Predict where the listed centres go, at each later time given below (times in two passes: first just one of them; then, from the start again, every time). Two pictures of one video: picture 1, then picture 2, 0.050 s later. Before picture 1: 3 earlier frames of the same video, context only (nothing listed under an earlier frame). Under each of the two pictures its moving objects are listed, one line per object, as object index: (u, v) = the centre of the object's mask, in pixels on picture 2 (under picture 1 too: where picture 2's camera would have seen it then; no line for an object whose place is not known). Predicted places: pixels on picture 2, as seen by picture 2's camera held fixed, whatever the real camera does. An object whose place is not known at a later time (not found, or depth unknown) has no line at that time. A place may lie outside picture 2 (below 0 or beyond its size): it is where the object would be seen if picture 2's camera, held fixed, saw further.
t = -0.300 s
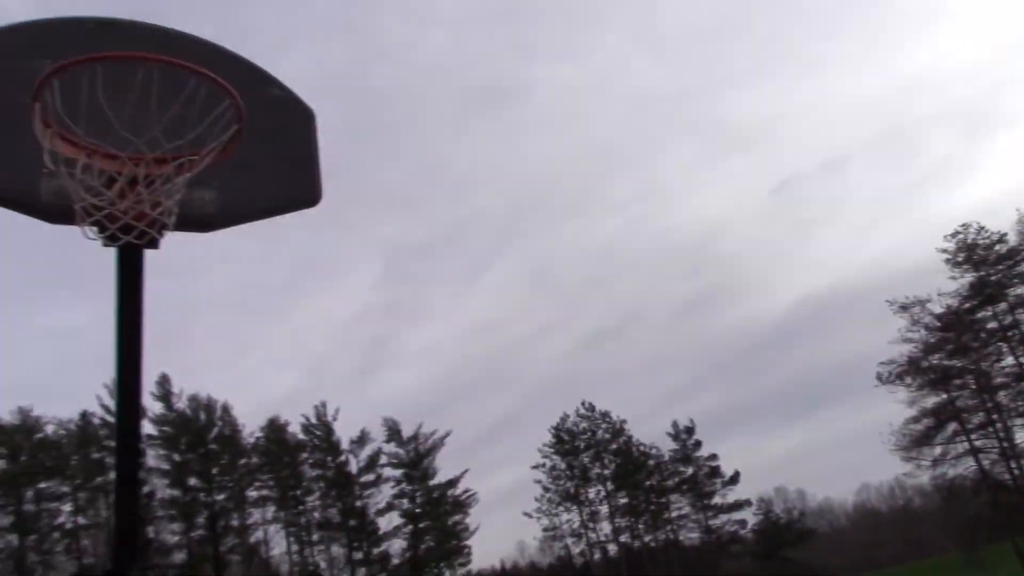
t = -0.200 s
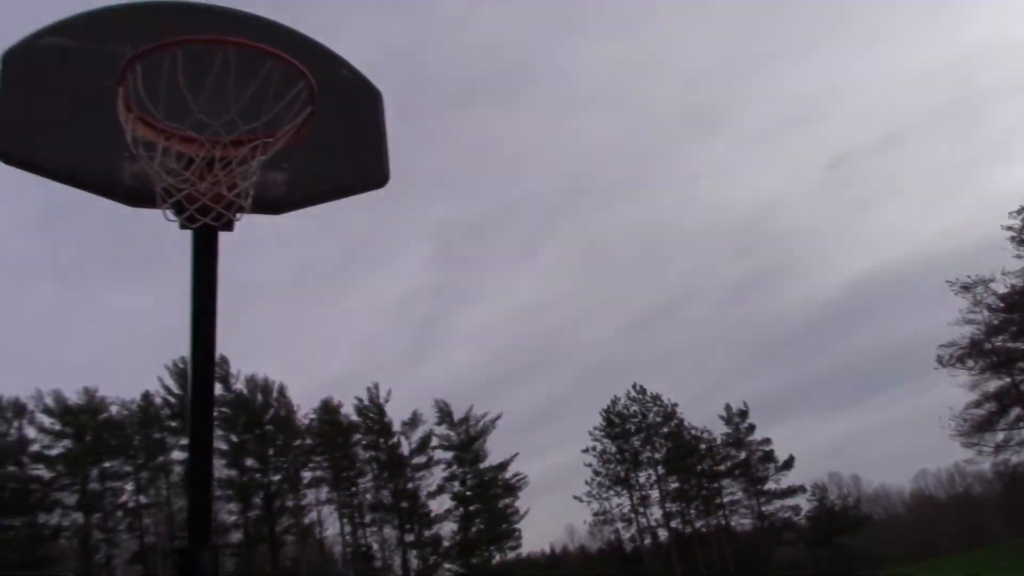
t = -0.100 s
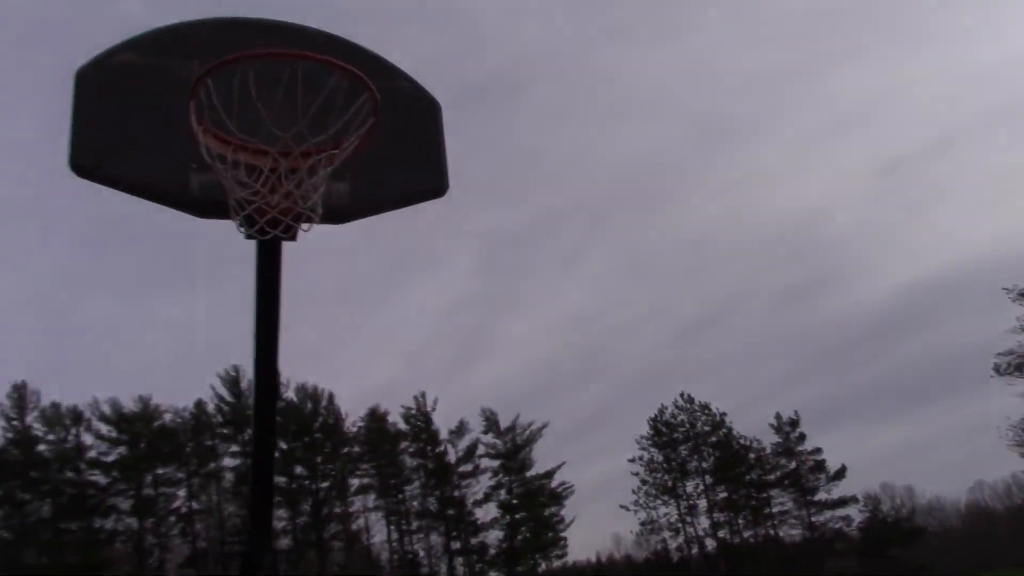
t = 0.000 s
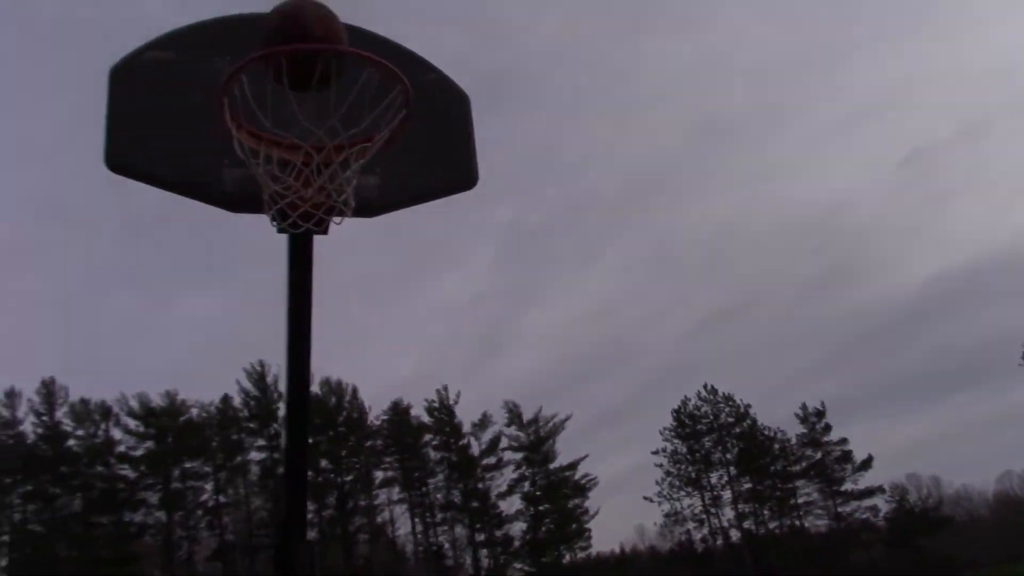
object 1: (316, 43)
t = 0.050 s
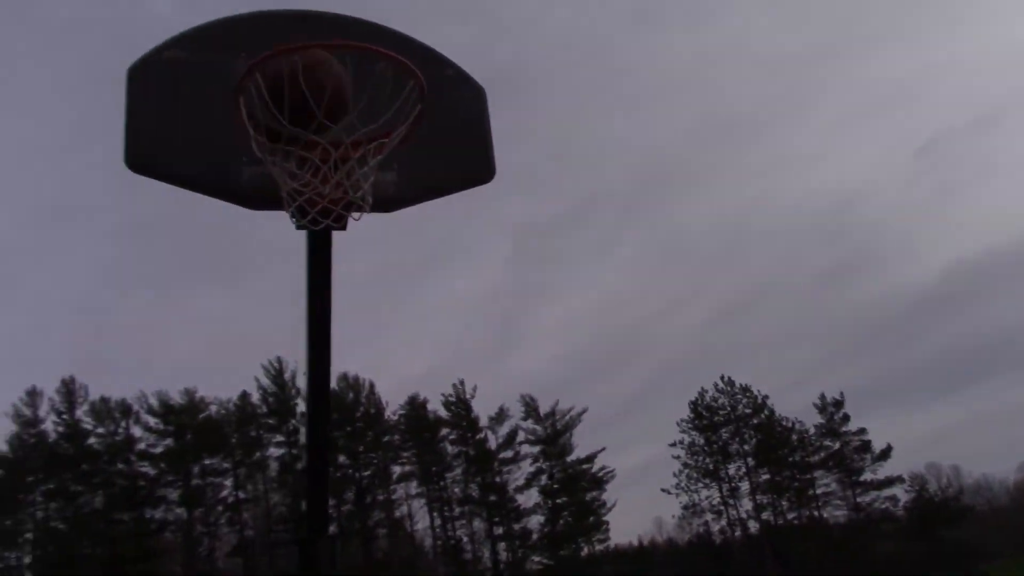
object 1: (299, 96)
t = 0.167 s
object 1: (442, 25)
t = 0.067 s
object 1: (328, 83)
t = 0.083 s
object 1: (348, 65)
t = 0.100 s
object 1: (362, 51)
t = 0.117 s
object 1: (383, 43)
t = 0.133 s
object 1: (403, 35)
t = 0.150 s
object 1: (423, 27)
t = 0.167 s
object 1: (442, 25)
